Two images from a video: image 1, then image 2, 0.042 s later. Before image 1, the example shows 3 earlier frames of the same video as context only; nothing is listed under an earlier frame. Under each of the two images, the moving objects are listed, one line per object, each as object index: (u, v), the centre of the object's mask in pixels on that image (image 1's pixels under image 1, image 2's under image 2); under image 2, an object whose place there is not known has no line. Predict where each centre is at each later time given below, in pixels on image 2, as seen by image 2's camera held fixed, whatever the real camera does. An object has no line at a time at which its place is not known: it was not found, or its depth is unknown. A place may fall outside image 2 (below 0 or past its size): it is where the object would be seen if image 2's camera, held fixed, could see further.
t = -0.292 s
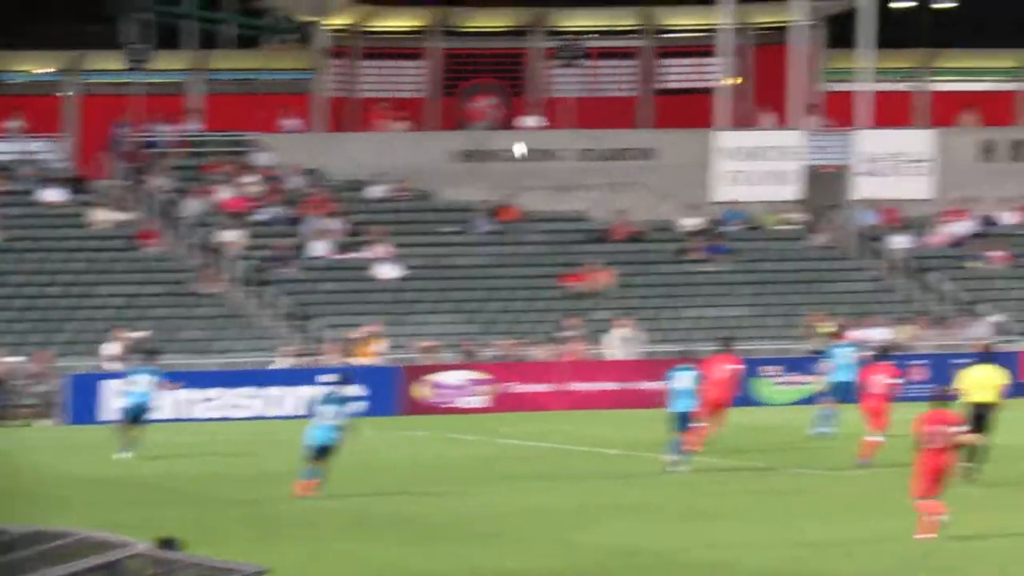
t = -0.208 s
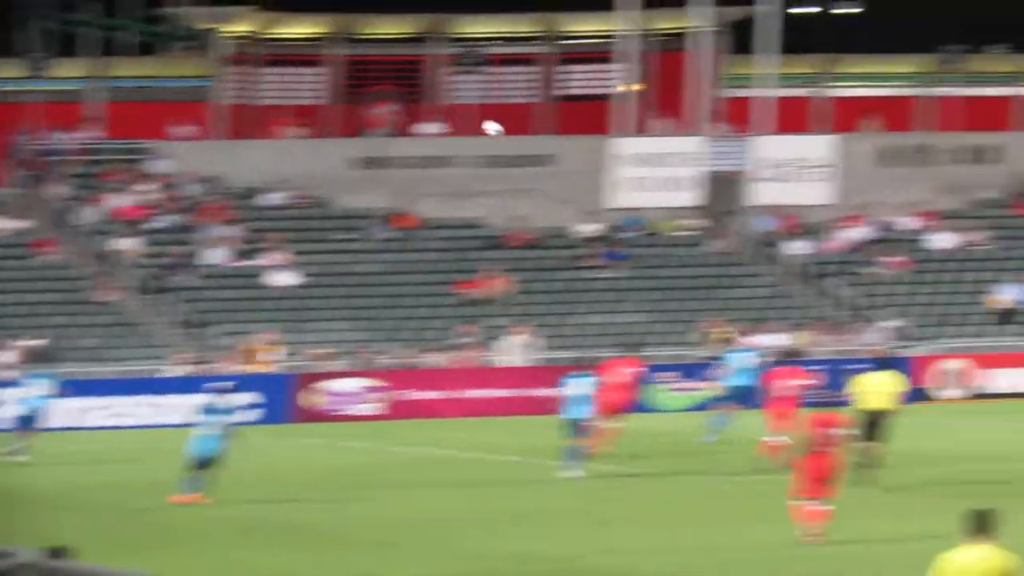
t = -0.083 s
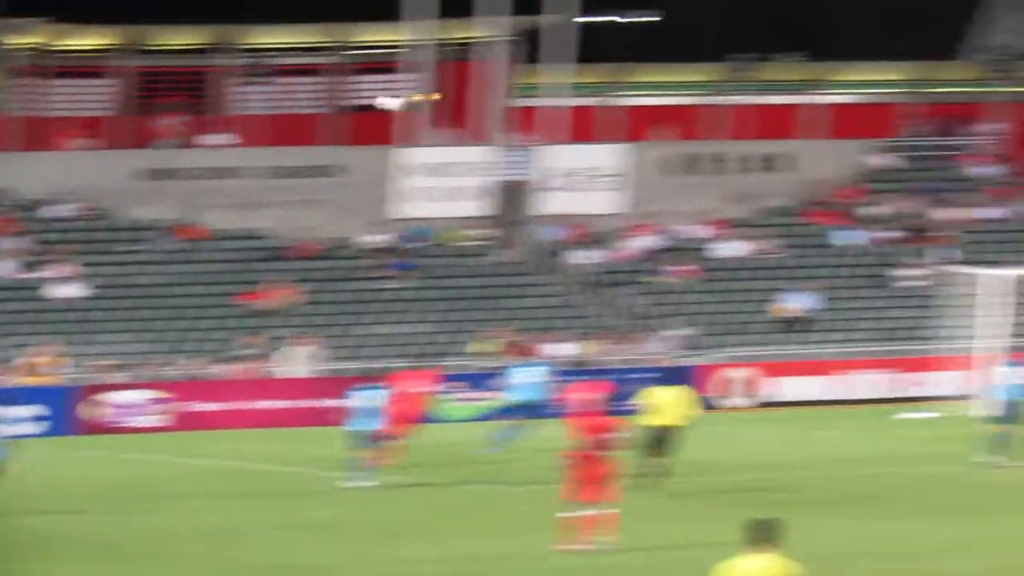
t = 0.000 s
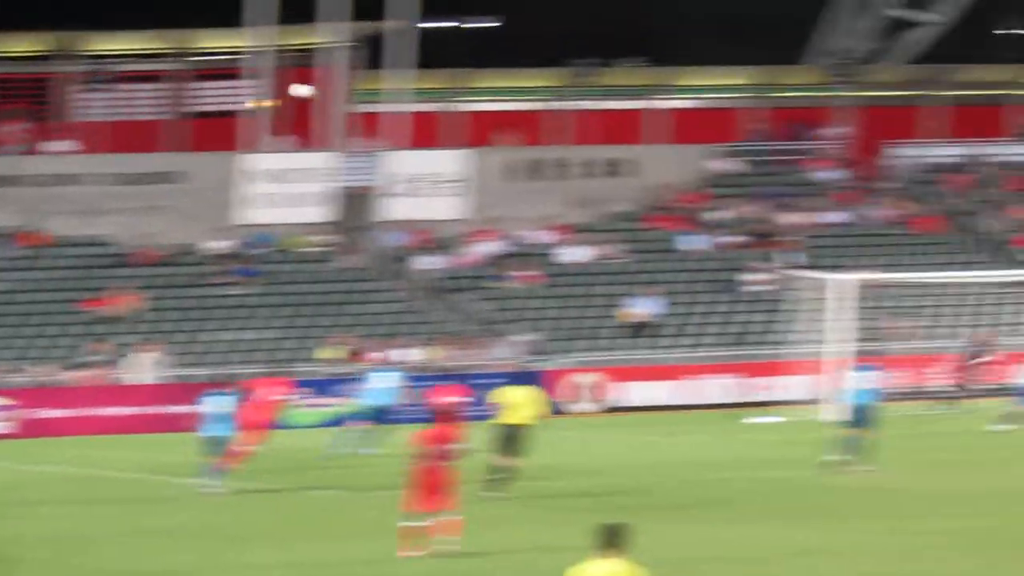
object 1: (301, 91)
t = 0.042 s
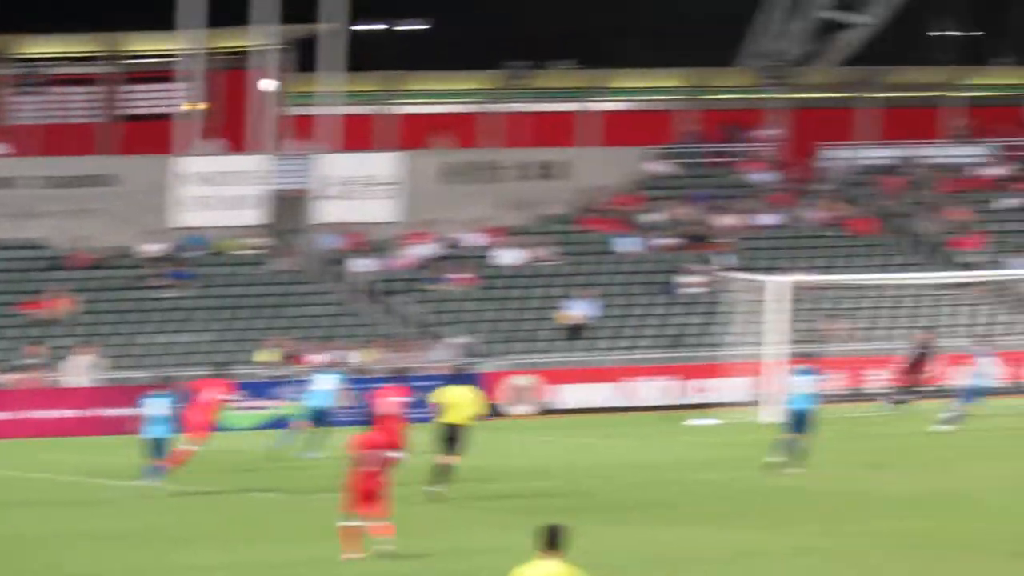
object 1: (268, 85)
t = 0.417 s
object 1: (547, 58)
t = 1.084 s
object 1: (1011, 163)
